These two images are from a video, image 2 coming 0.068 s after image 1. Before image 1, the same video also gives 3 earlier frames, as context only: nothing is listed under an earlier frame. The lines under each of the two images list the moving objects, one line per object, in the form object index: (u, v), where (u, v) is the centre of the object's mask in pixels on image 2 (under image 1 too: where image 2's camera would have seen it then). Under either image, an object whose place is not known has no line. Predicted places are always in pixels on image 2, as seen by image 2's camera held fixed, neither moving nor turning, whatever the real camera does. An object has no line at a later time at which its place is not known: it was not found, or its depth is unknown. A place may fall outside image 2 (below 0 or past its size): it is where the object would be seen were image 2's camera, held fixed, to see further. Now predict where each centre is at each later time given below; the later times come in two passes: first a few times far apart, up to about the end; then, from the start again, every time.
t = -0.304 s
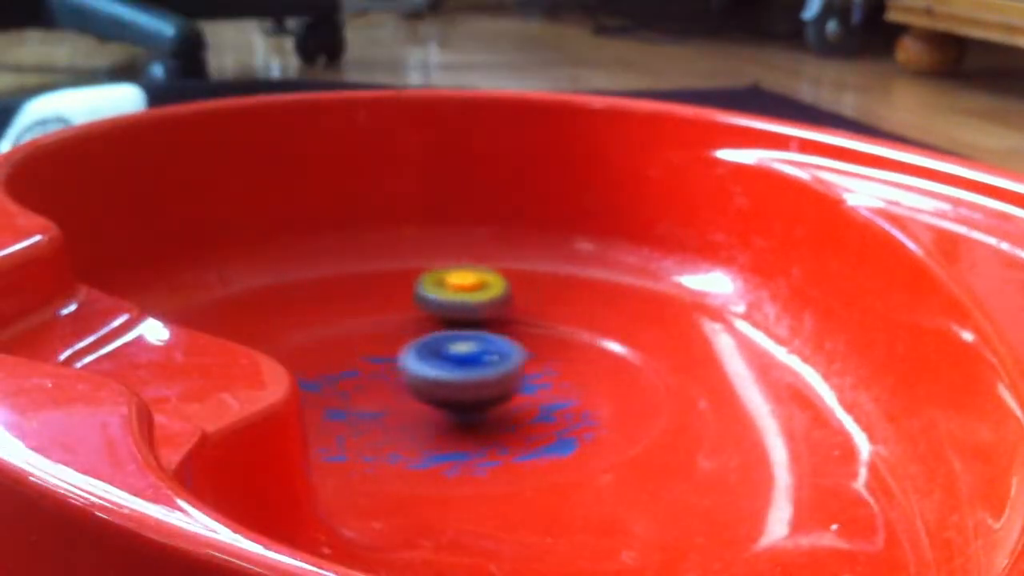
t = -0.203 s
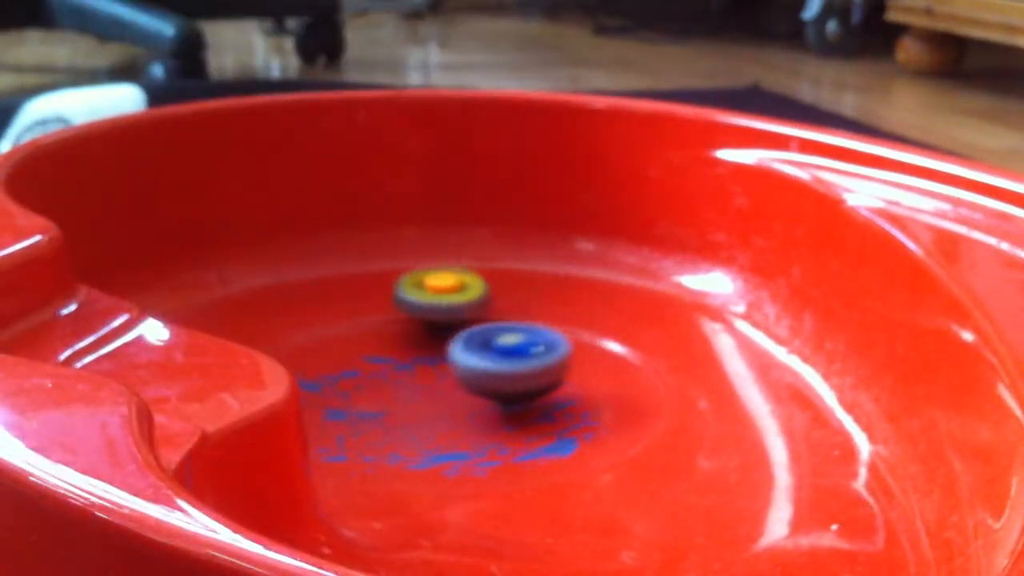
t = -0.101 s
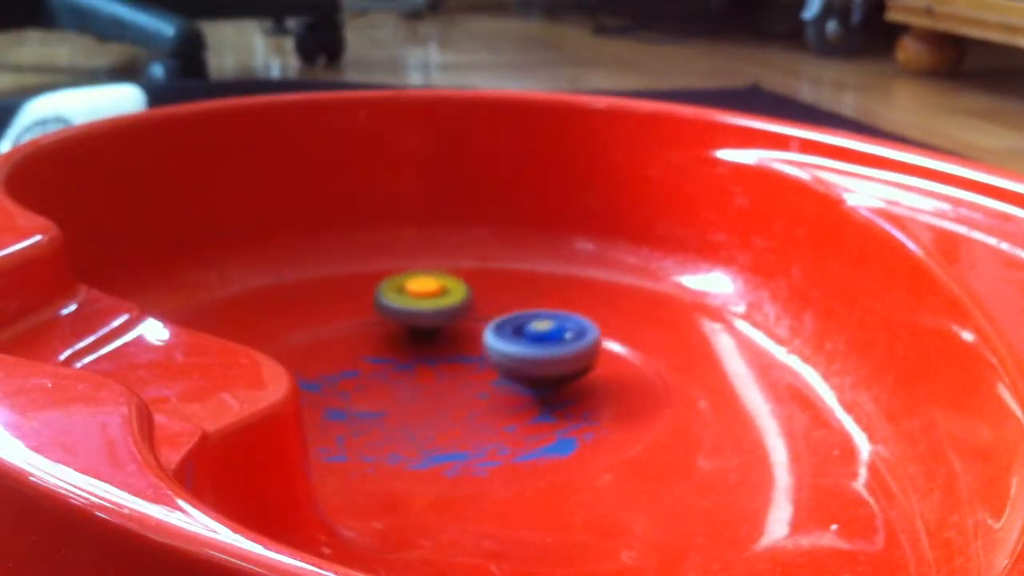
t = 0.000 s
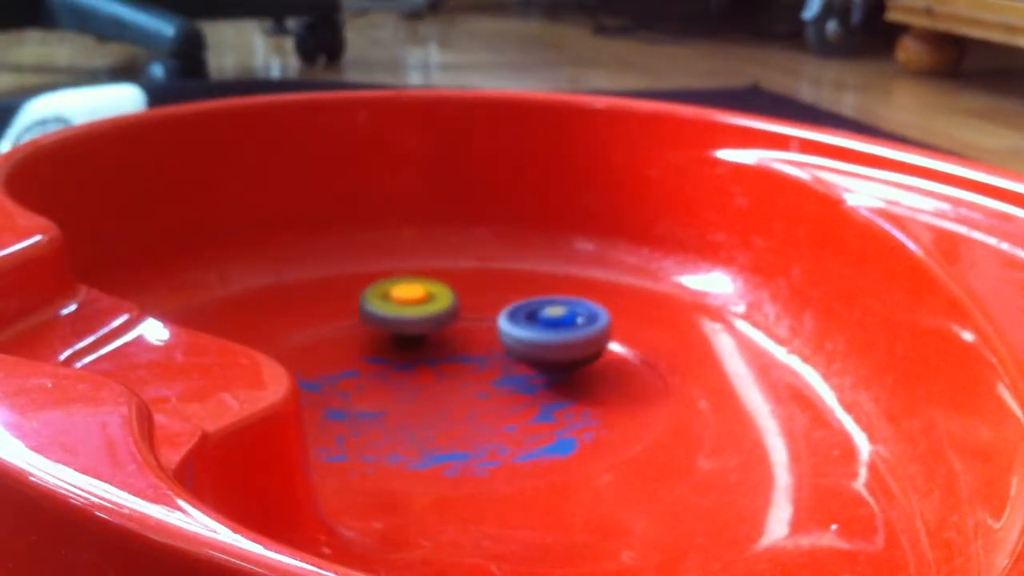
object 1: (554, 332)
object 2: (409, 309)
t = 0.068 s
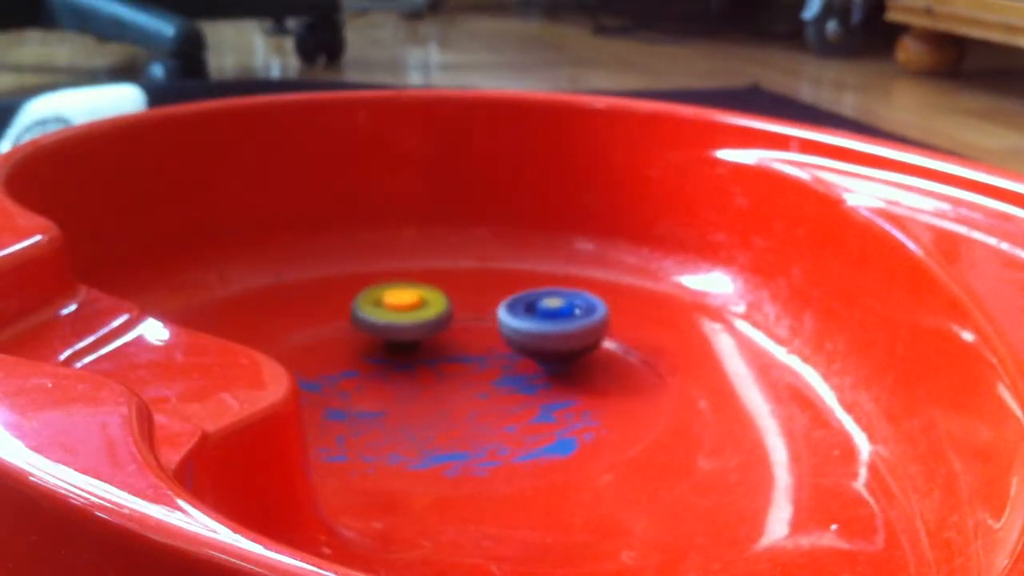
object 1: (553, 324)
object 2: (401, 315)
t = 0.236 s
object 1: (520, 311)
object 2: (394, 332)
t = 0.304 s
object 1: (498, 310)
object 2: (395, 338)
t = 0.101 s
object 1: (549, 321)
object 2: (399, 315)
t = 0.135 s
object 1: (544, 317)
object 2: (397, 318)
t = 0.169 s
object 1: (537, 314)
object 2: (396, 325)
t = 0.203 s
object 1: (530, 311)
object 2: (395, 324)
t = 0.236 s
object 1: (520, 311)
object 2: (394, 332)
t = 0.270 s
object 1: (509, 309)
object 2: (395, 335)
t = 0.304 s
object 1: (498, 310)
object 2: (395, 338)
